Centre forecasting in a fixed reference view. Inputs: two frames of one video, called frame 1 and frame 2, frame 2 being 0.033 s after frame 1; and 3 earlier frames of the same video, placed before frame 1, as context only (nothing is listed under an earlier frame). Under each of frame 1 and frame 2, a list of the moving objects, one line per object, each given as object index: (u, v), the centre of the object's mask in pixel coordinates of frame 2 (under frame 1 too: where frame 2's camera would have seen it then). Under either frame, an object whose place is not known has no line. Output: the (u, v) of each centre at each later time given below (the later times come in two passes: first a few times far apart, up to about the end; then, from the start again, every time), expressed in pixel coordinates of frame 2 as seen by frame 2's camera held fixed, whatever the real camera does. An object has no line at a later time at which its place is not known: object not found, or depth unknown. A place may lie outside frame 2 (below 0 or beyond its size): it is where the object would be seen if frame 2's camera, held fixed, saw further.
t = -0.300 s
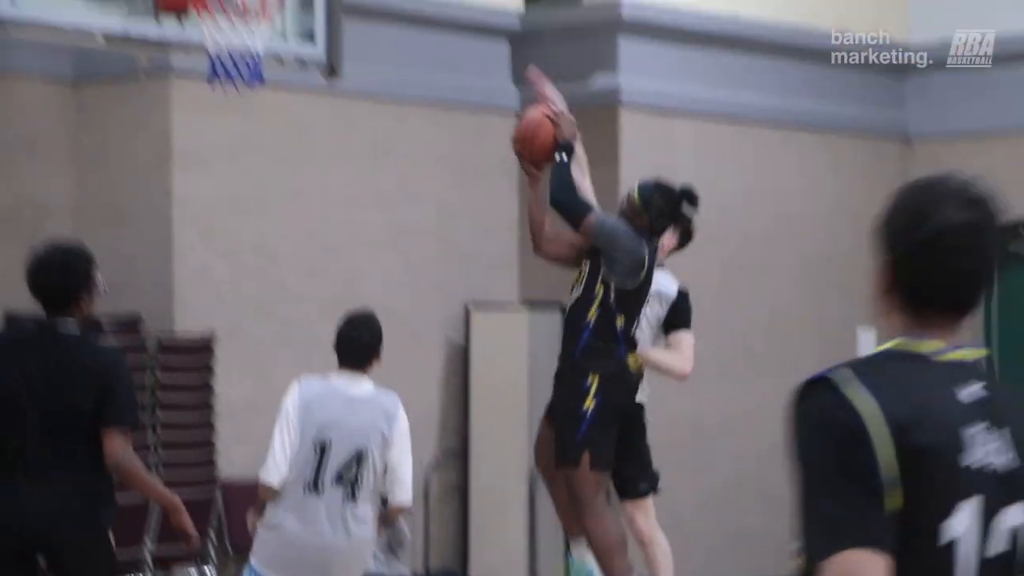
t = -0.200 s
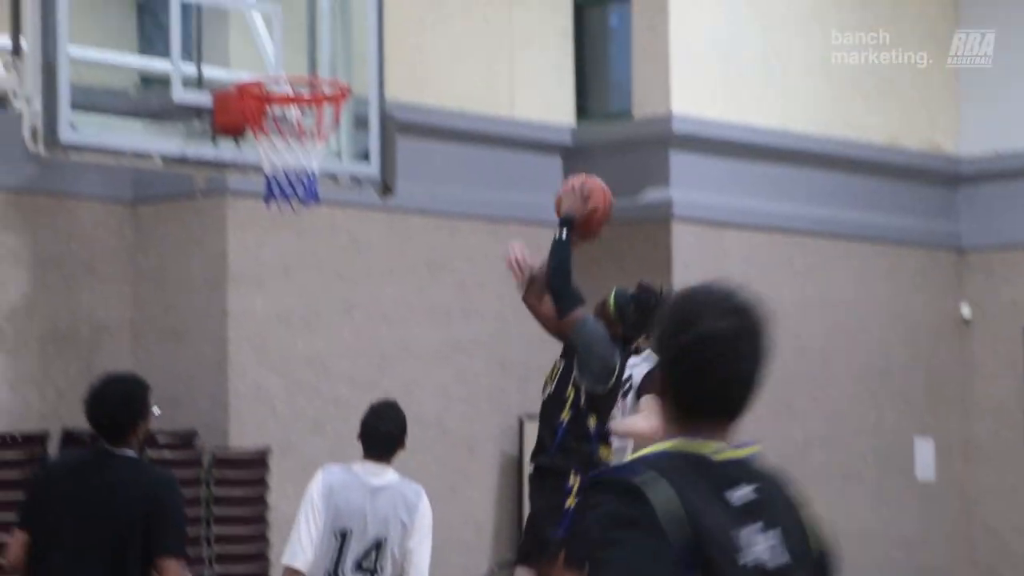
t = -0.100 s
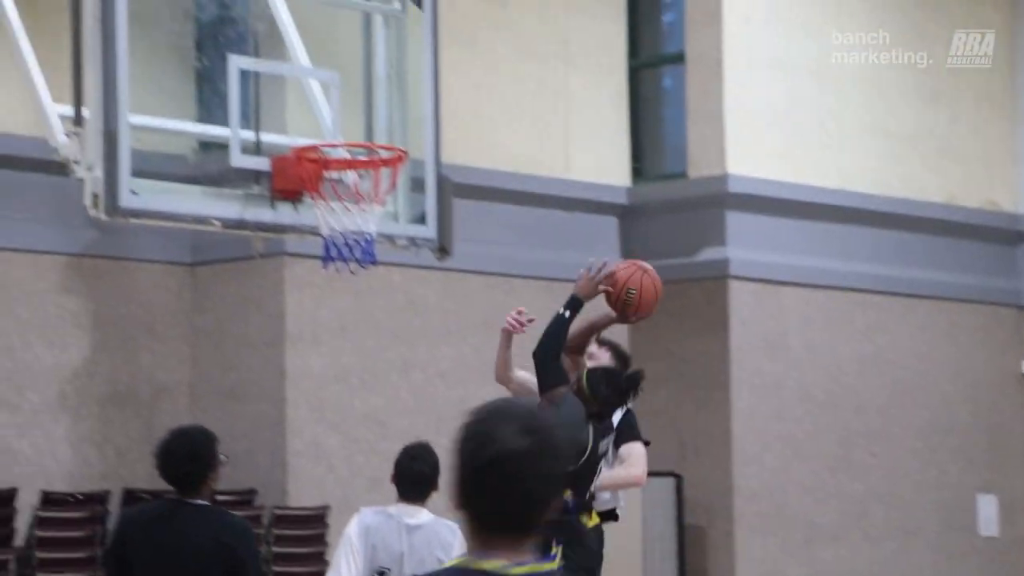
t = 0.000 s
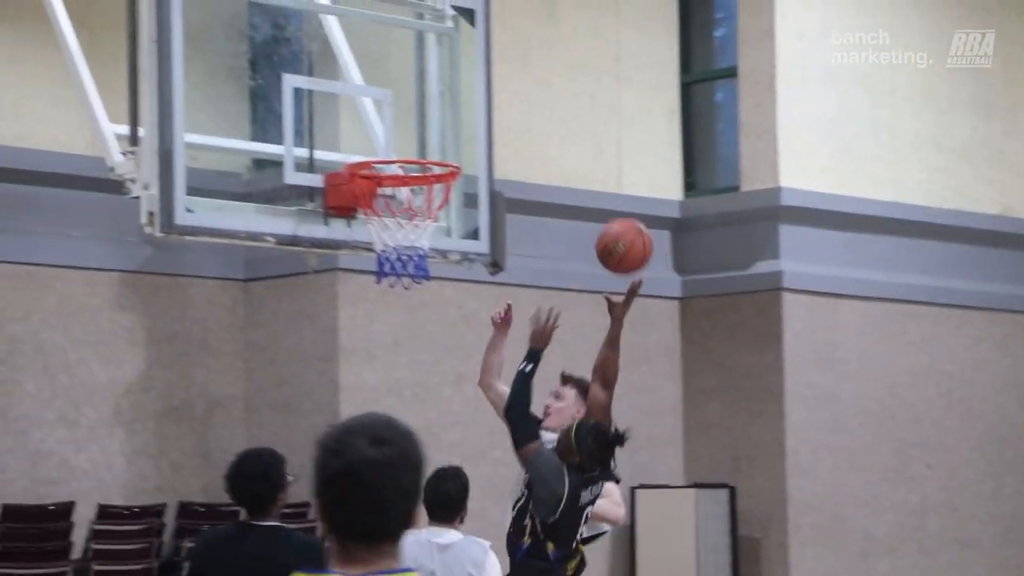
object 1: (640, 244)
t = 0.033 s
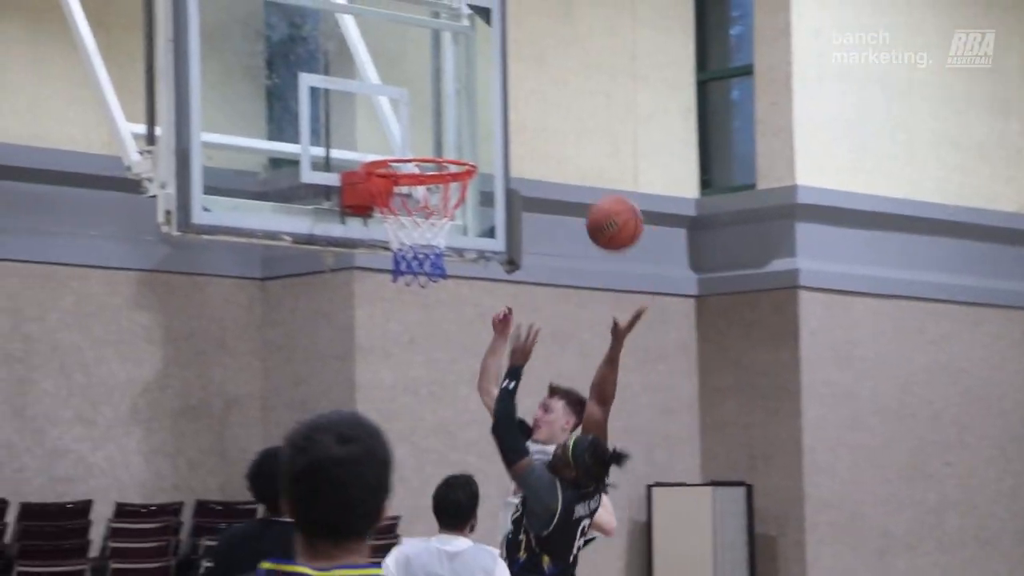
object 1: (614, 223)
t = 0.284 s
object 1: (442, 133)
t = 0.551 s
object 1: (435, 157)
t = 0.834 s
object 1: (426, 224)
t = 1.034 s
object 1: (391, 288)
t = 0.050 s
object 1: (602, 214)
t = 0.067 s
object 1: (588, 204)
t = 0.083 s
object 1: (575, 195)
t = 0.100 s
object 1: (562, 187)
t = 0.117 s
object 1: (550, 180)
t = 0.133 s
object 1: (537, 173)
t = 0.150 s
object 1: (523, 167)
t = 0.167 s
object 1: (511, 161)
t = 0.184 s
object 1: (500, 157)
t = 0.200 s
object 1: (489, 150)
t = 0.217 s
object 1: (478, 145)
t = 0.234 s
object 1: (468, 141)
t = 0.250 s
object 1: (459, 138)
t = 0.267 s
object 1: (451, 135)
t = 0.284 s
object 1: (442, 133)
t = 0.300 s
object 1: (434, 132)
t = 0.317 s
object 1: (426, 132)
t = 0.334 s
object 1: (419, 132)
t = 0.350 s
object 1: (411, 132)
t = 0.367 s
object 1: (403, 133)
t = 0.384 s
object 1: (402, 133)
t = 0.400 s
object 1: (406, 134)
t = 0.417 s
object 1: (410, 135)
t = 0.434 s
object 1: (413, 135)
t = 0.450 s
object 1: (417, 137)
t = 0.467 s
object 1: (421, 138)
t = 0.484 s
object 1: (425, 147)
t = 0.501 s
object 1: (429, 151)
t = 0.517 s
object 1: (431, 153)
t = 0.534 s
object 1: (433, 155)
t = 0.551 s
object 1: (435, 157)
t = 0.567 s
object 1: (438, 161)
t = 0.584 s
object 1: (440, 166)
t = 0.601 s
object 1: (443, 171)
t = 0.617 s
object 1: (445, 177)
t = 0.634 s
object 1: (446, 183)
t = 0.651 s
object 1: (446, 190)
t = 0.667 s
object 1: (446, 194)
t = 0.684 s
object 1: (447, 199)
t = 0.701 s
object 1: (446, 204)
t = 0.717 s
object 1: (444, 208)
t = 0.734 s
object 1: (442, 210)
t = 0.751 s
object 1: (439, 213)
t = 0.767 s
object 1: (436, 214)
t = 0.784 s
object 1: (434, 213)
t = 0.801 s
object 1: (431, 215)
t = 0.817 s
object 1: (429, 221)
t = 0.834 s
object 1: (426, 224)
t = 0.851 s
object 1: (422, 228)
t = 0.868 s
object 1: (419, 232)
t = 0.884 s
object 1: (416, 234)
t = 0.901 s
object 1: (413, 237)
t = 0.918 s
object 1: (409, 245)
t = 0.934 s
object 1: (407, 251)
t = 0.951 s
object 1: (405, 256)
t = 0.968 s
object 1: (402, 260)
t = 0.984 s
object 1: (399, 264)
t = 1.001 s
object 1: (397, 275)
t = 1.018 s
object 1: (394, 281)
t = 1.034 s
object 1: (391, 288)
